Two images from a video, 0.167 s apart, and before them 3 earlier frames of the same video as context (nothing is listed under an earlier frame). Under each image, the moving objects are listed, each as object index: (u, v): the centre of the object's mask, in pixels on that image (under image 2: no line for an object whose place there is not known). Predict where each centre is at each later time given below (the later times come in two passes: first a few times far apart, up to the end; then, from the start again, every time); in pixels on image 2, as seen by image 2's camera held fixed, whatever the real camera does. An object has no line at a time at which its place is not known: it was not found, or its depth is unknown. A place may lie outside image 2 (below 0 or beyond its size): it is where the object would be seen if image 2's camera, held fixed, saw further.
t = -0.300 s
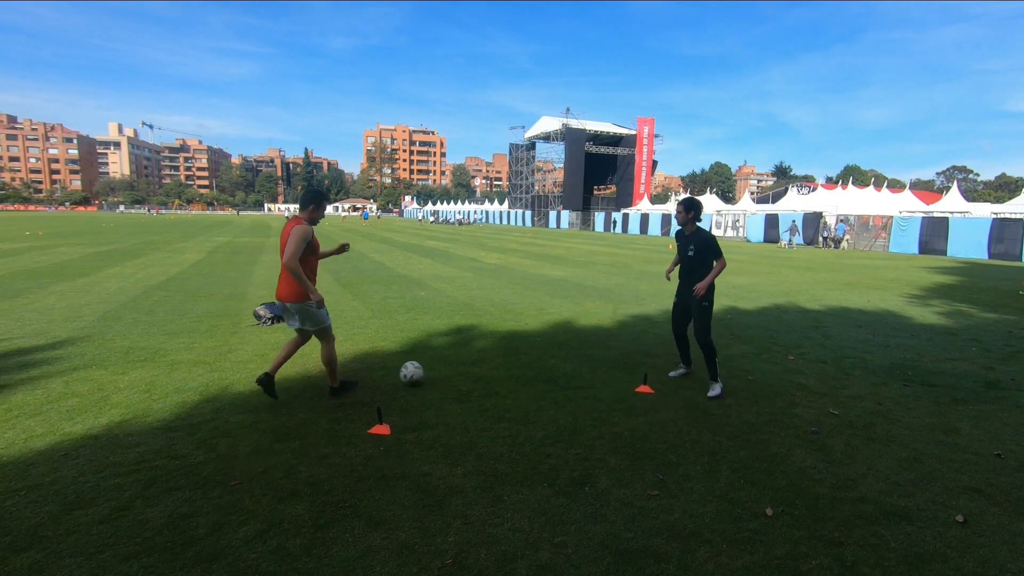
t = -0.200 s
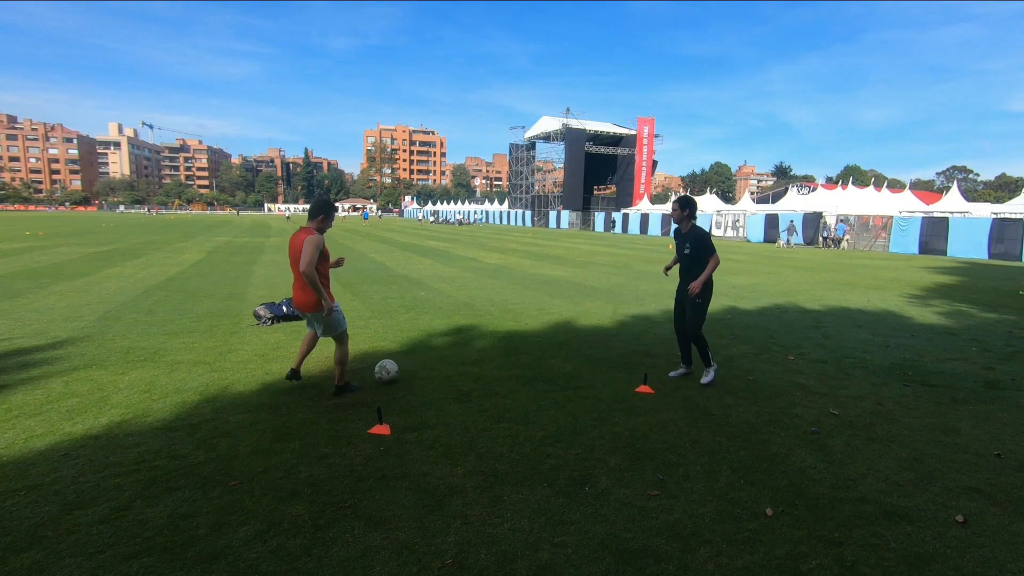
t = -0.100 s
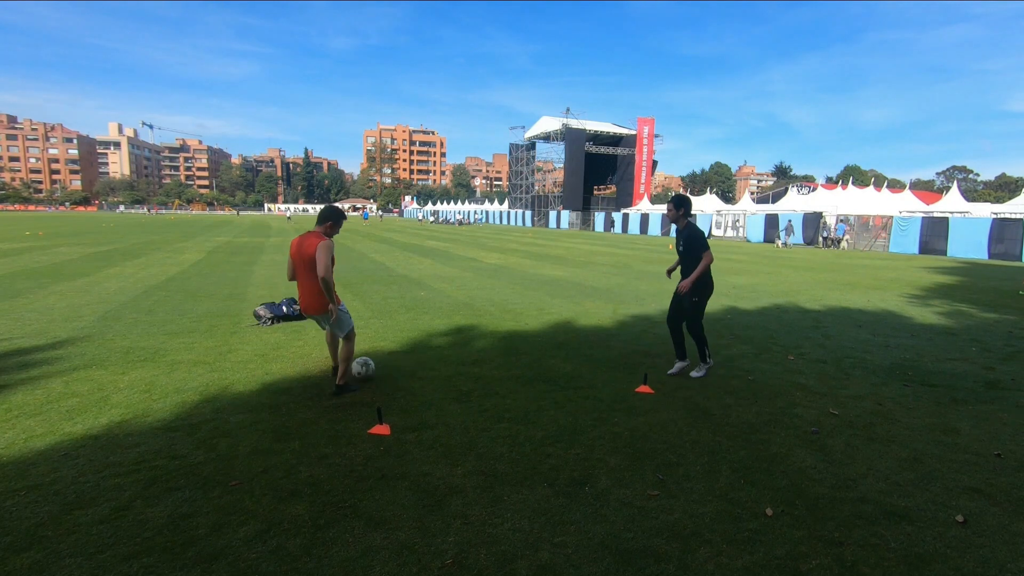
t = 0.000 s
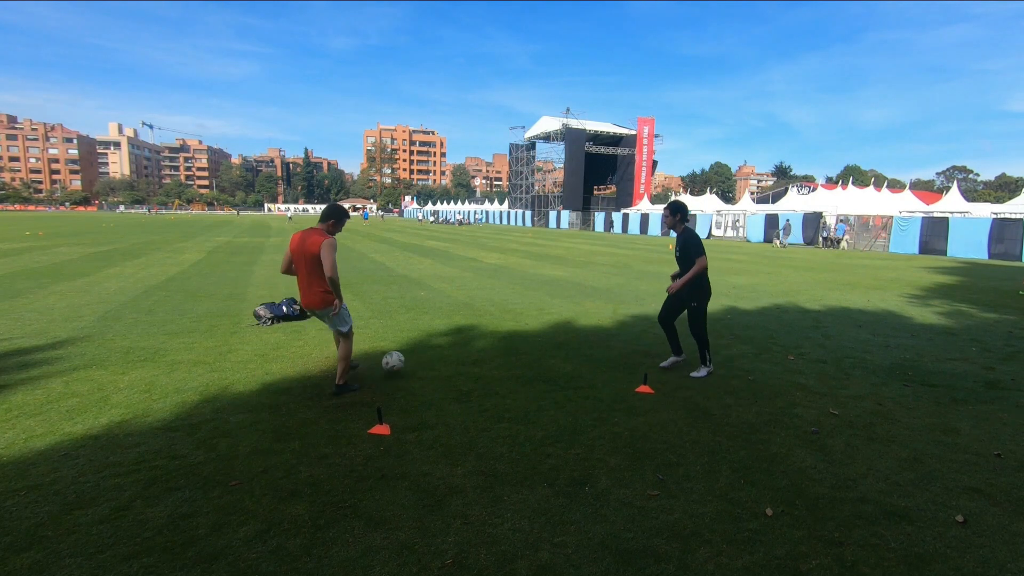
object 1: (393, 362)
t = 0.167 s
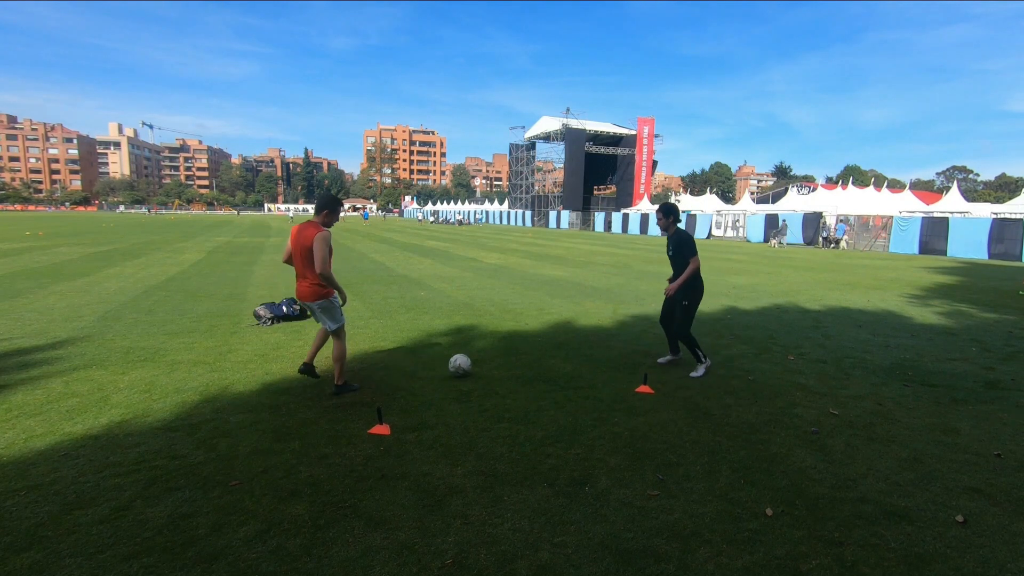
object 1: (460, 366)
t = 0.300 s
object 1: (502, 365)
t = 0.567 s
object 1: (559, 364)
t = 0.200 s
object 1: (472, 366)
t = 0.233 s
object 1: (482, 366)
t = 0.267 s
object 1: (492, 366)
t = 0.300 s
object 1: (502, 365)
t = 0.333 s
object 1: (511, 365)
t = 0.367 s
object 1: (519, 364)
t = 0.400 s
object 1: (526, 365)
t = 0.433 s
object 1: (533, 364)
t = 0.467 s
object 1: (539, 363)
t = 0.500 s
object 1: (546, 364)
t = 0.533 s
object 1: (552, 364)
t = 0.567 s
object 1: (559, 364)
